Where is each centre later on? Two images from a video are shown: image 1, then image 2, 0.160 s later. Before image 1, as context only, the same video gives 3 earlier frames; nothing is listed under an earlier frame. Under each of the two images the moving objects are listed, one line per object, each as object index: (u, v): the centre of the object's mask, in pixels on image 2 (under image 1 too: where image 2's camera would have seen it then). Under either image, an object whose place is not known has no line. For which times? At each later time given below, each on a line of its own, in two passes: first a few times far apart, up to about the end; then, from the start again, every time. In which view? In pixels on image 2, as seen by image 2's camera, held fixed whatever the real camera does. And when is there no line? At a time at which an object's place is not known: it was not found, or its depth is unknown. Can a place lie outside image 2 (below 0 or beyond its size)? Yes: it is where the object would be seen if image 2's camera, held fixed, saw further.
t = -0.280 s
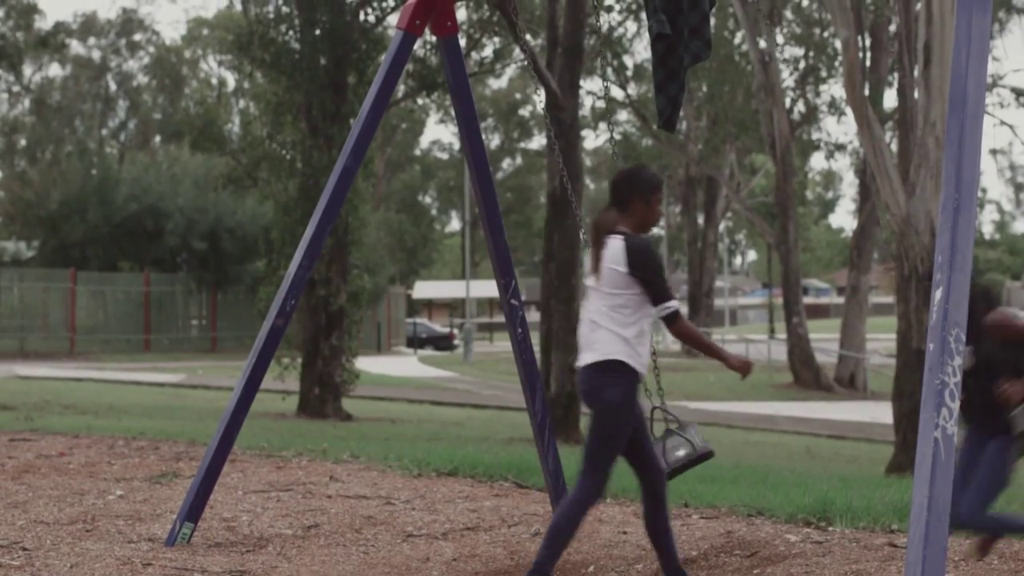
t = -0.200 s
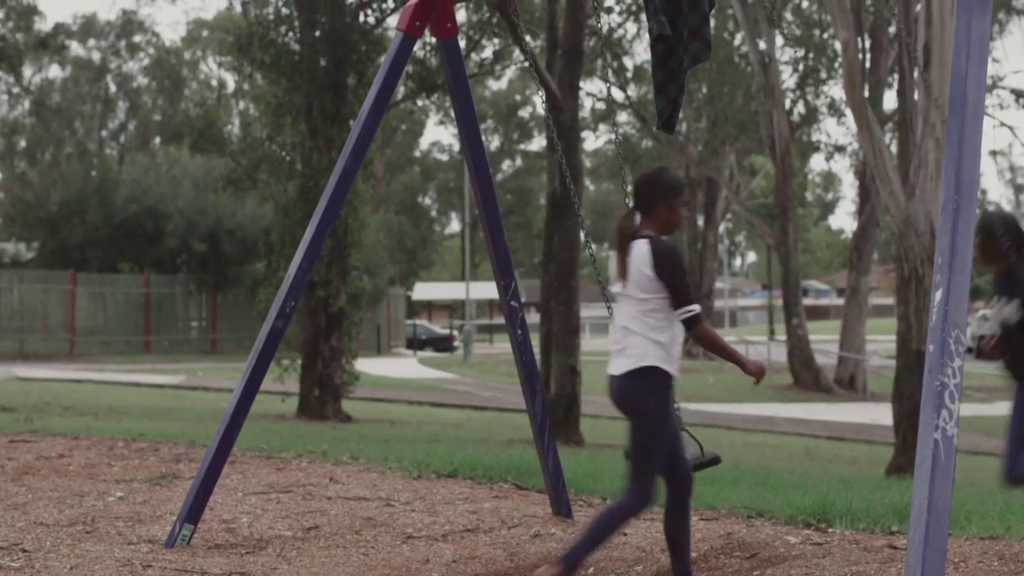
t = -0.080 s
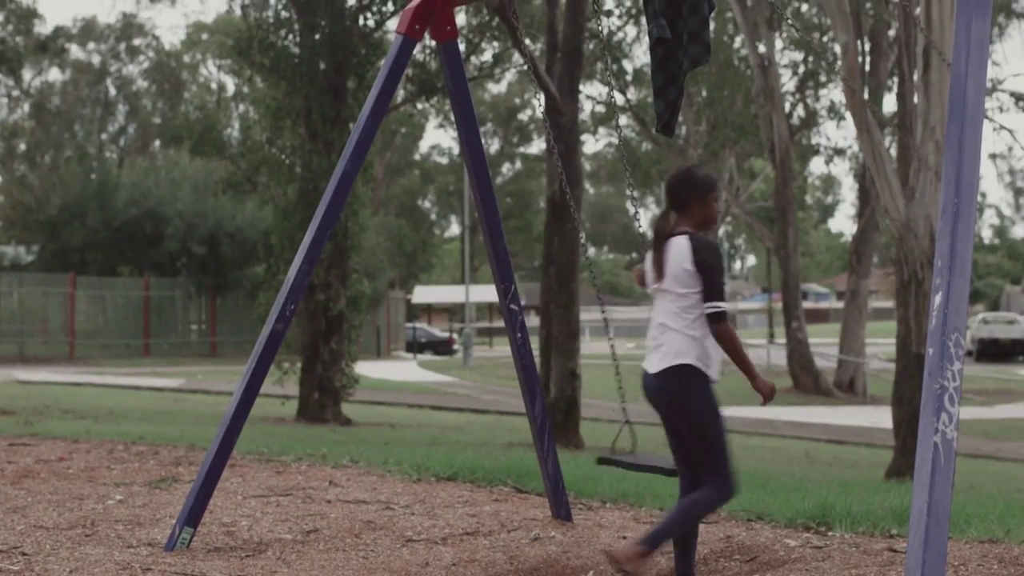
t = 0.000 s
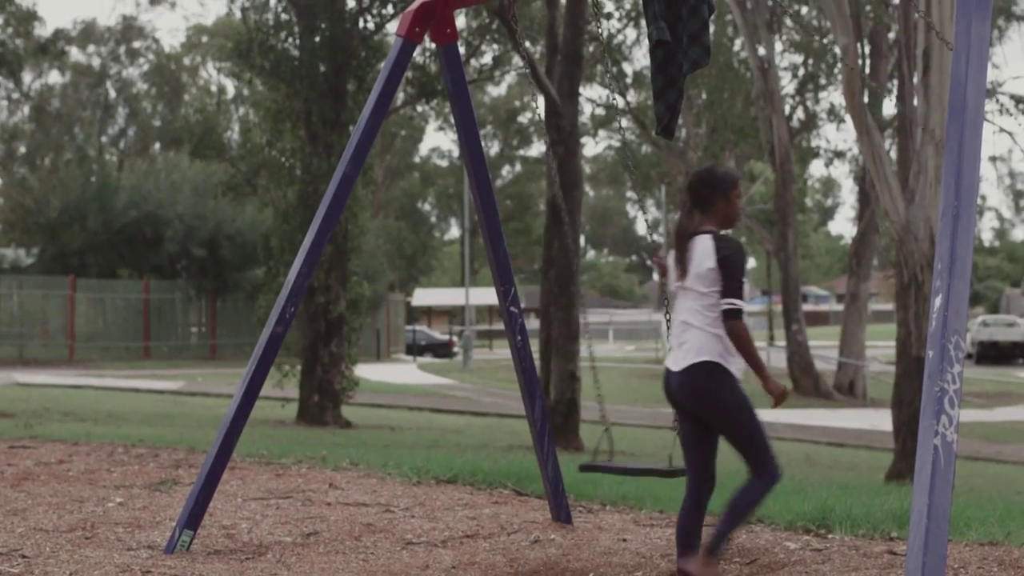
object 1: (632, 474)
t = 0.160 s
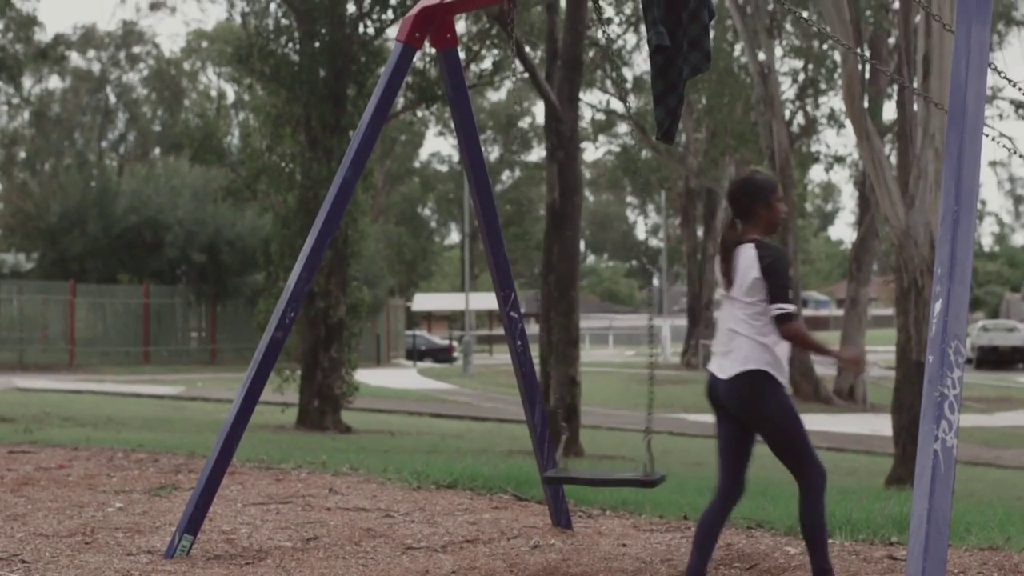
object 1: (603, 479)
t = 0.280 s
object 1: (573, 481)
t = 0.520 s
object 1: (509, 480)
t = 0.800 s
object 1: (456, 473)
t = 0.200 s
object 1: (594, 480)
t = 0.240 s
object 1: (582, 481)
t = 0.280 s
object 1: (573, 481)
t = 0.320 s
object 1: (563, 482)
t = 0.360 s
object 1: (552, 481)
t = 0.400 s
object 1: (541, 481)
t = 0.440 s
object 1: (530, 480)
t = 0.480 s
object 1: (520, 480)
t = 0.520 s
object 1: (509, 480)
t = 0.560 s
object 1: (494, 480)
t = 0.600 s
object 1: (486, 480)
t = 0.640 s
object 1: (478, 478)
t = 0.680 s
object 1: (471, 476)
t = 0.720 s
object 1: (465, 475)
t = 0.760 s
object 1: (462, 474)
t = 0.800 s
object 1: (456, 473)
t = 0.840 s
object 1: (452, 472)
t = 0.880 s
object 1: (449, 472)
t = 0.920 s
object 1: (447, 471)
